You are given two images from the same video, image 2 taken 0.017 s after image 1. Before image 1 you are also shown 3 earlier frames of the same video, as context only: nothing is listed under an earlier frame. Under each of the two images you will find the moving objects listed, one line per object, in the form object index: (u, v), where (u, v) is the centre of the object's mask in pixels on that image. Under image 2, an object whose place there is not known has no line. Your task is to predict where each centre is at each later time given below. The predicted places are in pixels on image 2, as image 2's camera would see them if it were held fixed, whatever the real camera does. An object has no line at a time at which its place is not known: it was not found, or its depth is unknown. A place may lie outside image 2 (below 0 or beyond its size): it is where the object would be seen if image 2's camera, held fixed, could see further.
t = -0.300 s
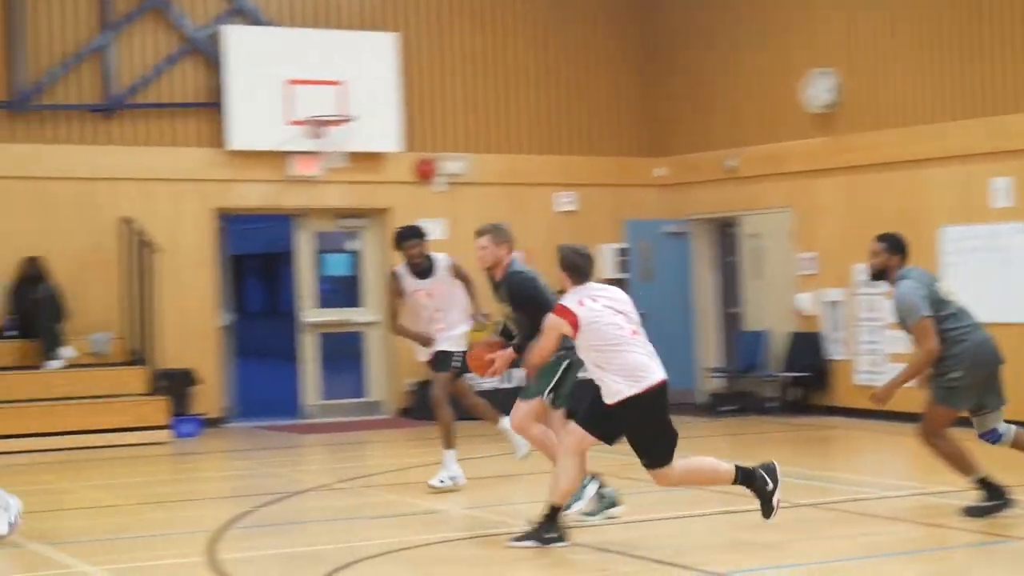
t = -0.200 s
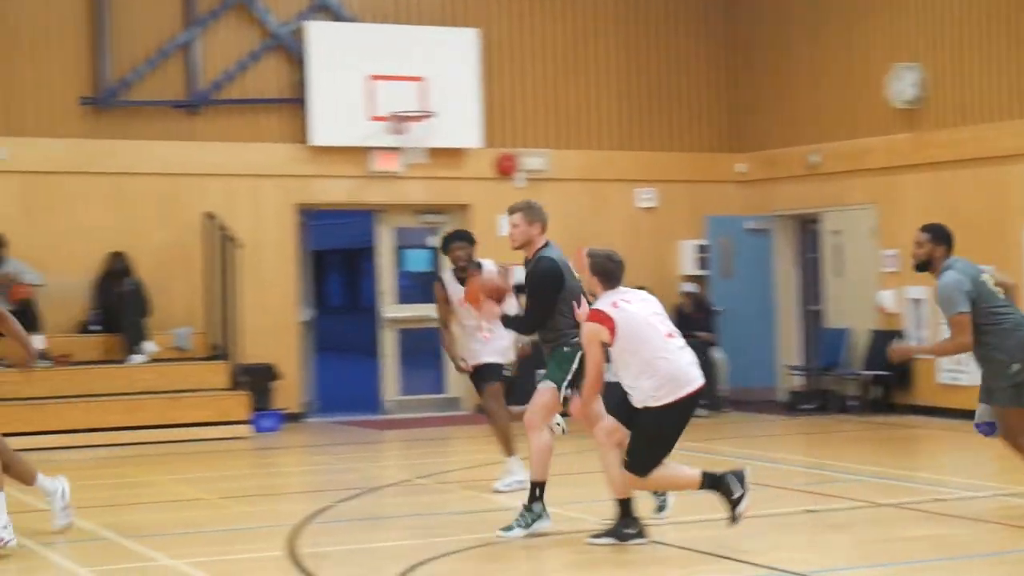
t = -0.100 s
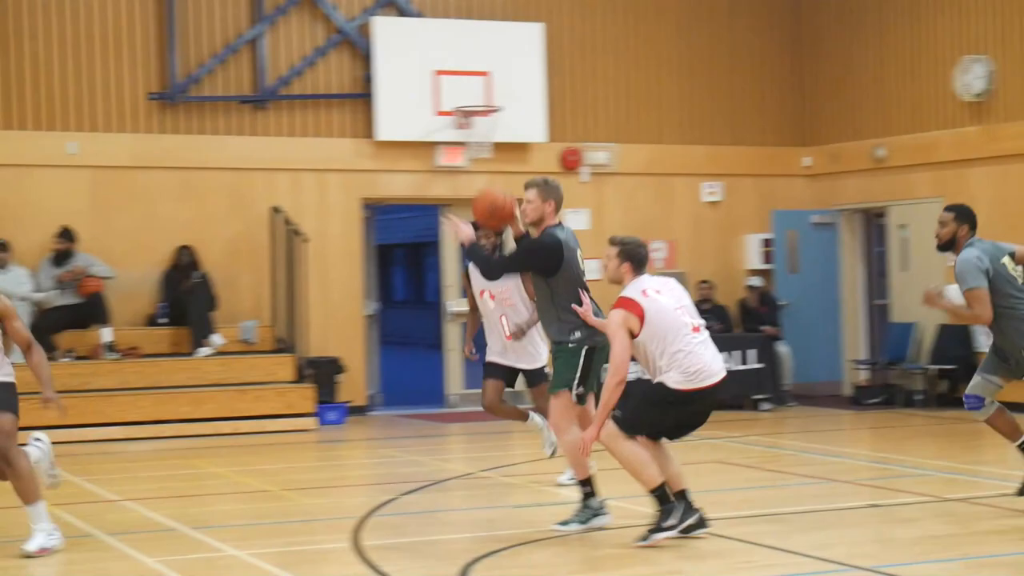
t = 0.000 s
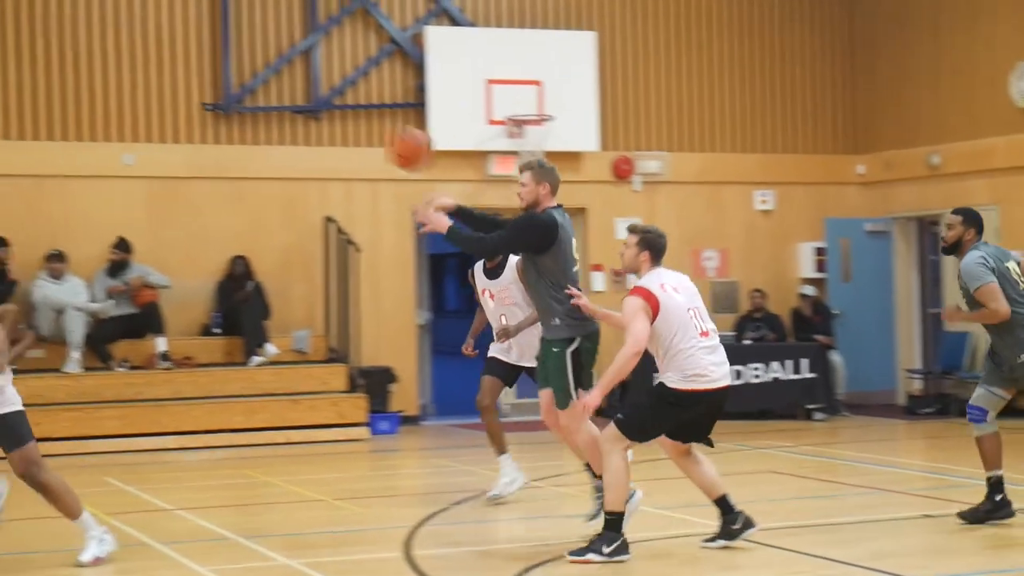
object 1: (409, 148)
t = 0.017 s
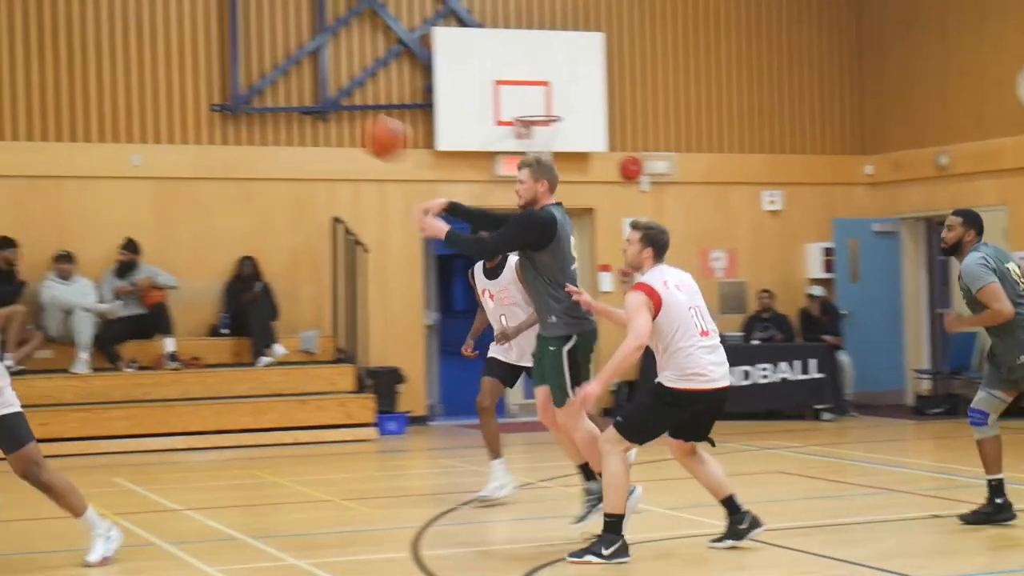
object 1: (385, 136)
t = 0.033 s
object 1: (351, 126)
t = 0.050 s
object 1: (318, 116)
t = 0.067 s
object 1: (285, 106)
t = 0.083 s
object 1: (251, 97)
